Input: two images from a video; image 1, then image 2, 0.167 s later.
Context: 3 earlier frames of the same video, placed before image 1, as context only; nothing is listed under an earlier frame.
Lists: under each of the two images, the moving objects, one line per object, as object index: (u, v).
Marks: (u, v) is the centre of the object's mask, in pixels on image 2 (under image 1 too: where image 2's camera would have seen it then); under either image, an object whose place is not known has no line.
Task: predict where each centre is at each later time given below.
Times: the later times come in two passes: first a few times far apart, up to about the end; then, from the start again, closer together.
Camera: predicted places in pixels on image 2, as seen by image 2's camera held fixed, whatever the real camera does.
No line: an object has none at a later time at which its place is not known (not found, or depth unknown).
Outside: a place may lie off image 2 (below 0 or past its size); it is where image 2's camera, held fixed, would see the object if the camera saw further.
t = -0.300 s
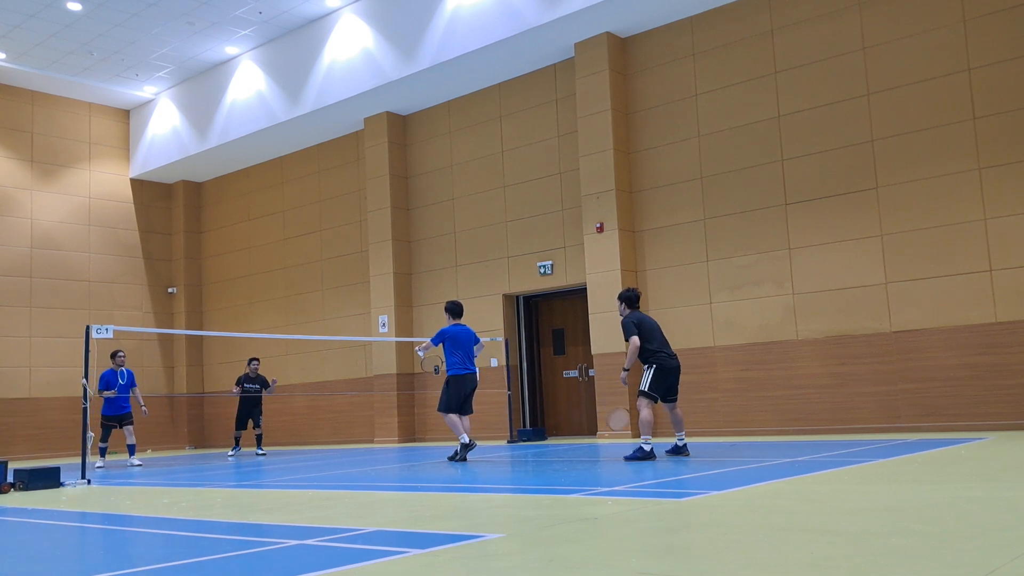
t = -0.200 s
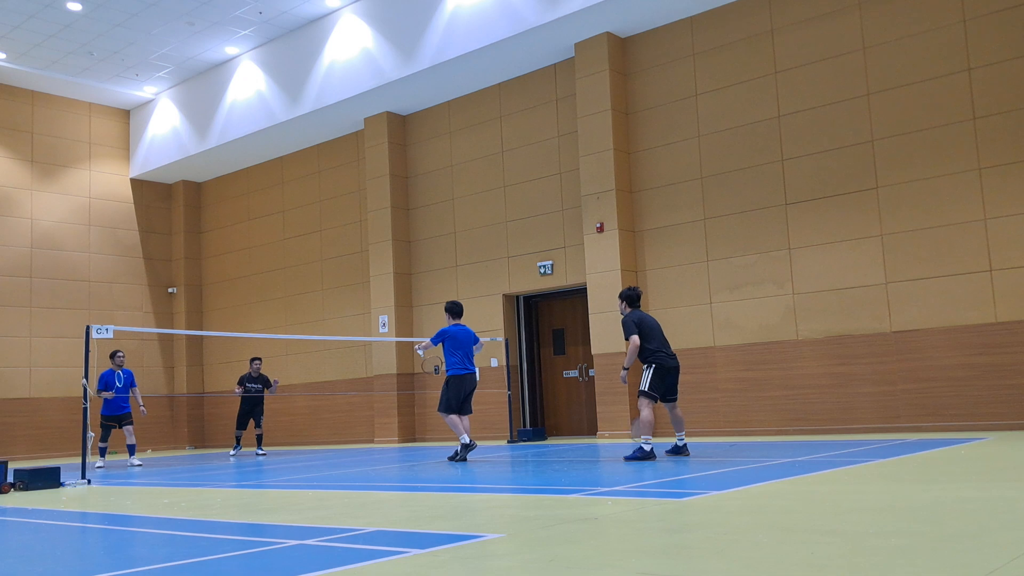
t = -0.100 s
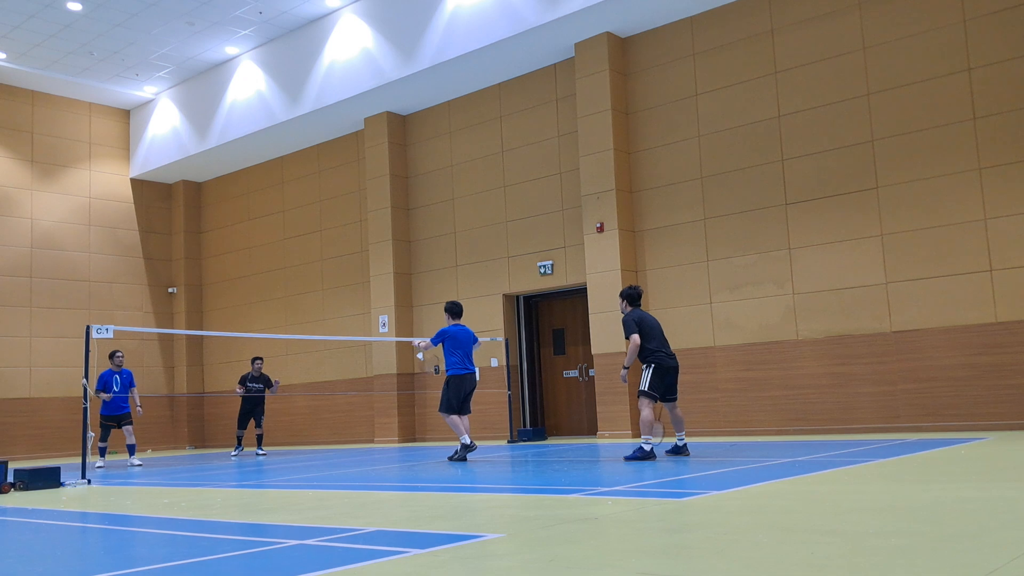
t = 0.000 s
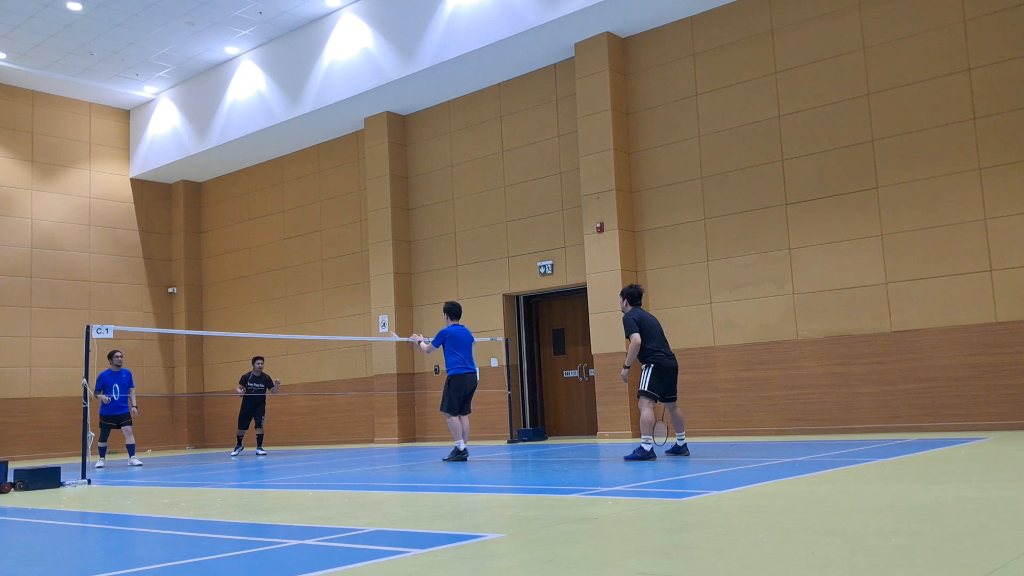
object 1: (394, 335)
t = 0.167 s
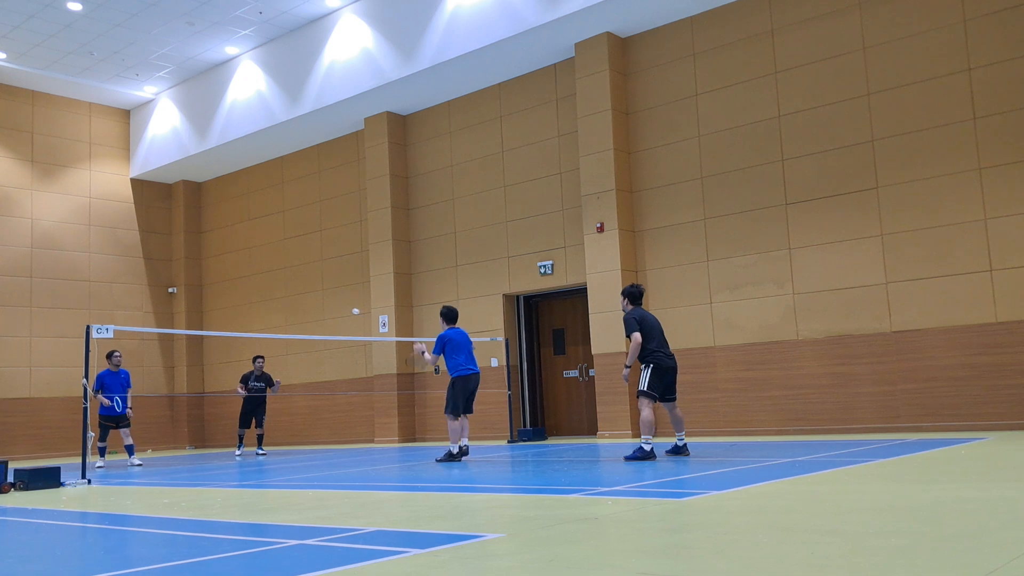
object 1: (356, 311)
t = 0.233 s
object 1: (346, 311)
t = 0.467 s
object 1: (318, 328)
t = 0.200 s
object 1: (351, 310)
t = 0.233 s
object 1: (346, 311)
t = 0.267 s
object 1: (342, 312)
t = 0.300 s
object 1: (337, 313)
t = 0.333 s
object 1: (333, 315)
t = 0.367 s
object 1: (328, 318)
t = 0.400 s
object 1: (324, 322)
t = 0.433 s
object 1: (320, 325)
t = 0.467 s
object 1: (318, 328)
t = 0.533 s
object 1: (309, 342)
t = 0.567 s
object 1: (306, 347)
